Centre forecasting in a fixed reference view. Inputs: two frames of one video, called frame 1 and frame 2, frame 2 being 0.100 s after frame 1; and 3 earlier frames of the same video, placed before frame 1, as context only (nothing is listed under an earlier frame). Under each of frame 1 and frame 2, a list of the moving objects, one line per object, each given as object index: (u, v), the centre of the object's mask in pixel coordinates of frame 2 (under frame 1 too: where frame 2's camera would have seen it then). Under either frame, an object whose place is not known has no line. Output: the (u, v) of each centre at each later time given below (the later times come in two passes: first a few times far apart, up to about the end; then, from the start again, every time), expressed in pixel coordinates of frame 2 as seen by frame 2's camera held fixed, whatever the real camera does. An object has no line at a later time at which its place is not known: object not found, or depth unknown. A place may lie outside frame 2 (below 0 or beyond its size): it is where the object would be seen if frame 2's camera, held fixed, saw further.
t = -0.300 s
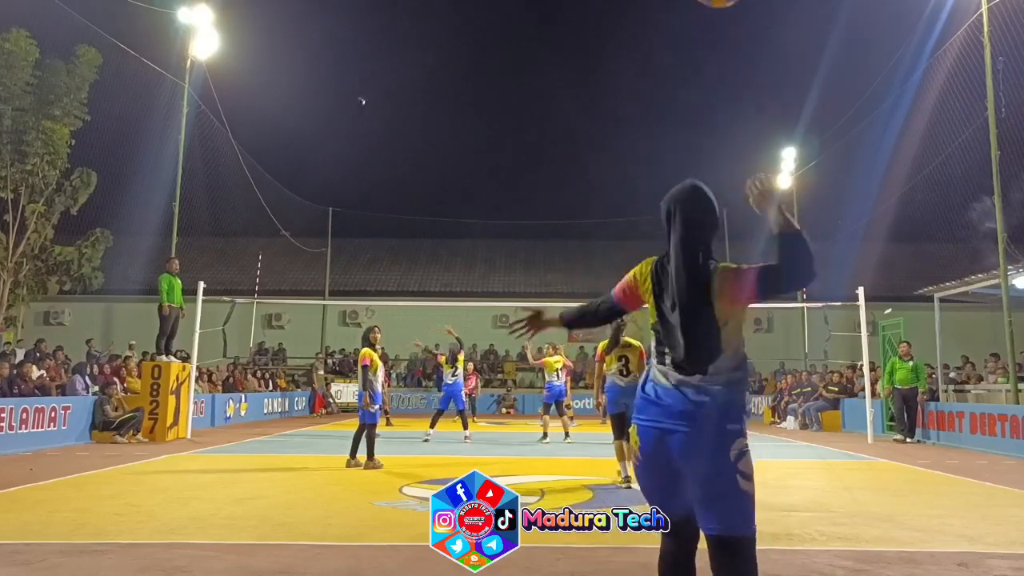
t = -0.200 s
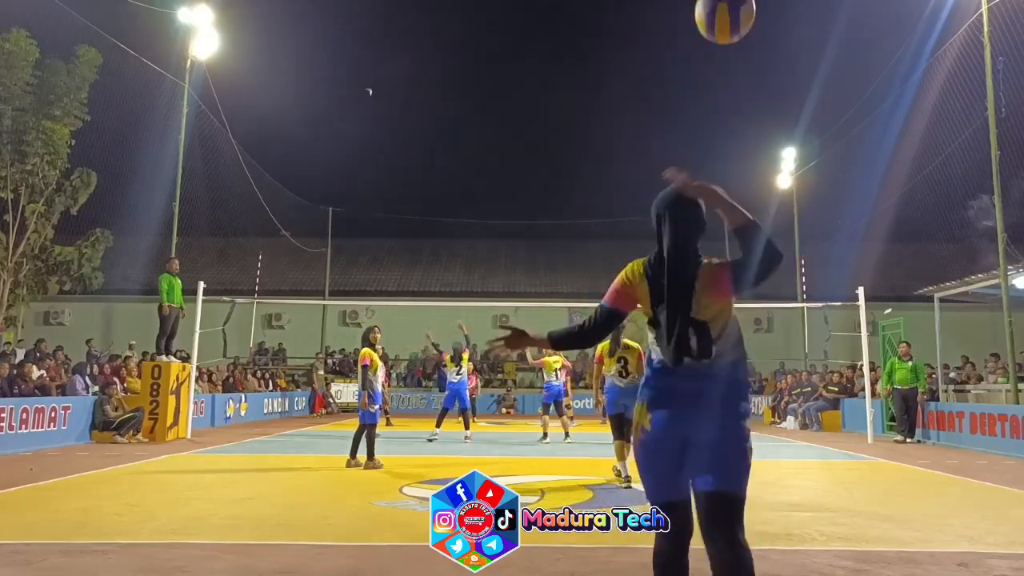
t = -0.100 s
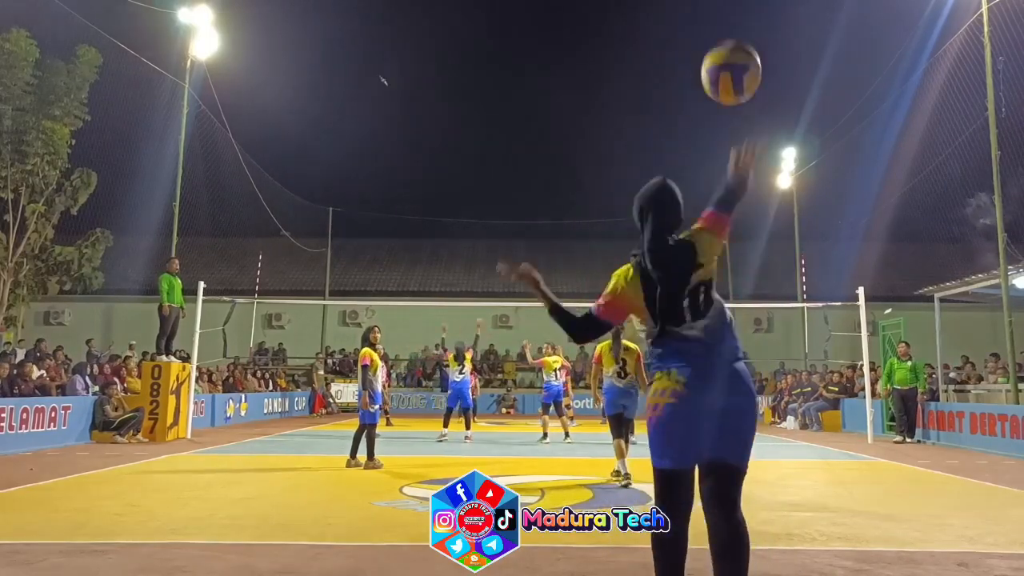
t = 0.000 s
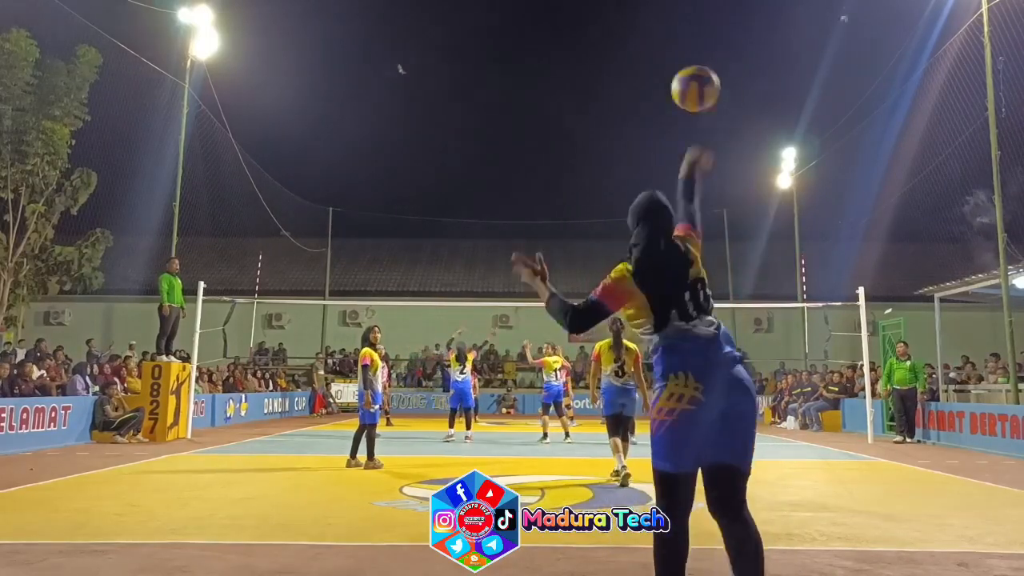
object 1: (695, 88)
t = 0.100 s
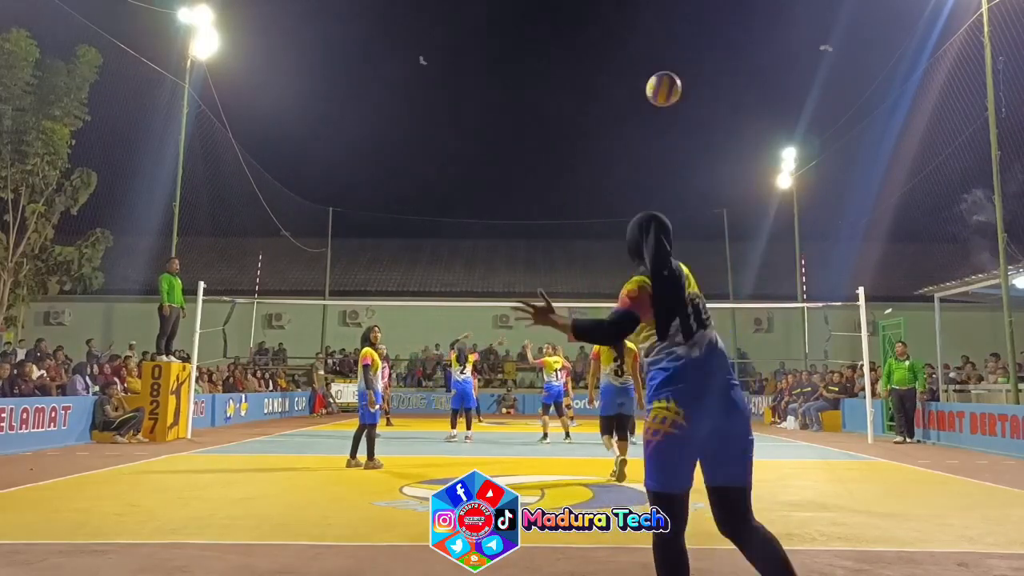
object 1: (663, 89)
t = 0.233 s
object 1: (642, 105)
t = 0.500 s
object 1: (624, 159)
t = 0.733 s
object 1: (619, 220)
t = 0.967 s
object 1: (618, 286)
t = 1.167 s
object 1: (617, 347)
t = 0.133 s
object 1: (657, 91)
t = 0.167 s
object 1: (651, 95)
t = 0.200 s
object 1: (646, 100)
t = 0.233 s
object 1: (642, 105)
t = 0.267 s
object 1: (638, 111)
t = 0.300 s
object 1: (635, 117)
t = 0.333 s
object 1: (632, 123)
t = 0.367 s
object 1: (630, 129)
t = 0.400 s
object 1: (628, 136)
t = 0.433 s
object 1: (626, 143)
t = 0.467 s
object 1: (625, 151)
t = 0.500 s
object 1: (624, 159)
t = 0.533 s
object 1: (623, 166)
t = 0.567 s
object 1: (622, 175)
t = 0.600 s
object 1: (621, 183)
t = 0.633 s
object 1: (620, 192)
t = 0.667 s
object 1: (620, 202)
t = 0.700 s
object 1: (619, 211)
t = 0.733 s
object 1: (619, 220)
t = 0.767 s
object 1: (619, 229)
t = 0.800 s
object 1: (619, 238)
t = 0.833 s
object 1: (619, 247)
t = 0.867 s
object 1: (618, 257)
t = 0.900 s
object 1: (618, 266)
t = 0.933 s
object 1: (618, 276)
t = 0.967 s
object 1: (618, 286)
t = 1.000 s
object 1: (618, 295)
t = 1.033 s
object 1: (618, 305)
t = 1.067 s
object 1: (617, 316)
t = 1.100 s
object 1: (617, 326)
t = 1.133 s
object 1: (617, 337)
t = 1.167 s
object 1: (617, 347)
